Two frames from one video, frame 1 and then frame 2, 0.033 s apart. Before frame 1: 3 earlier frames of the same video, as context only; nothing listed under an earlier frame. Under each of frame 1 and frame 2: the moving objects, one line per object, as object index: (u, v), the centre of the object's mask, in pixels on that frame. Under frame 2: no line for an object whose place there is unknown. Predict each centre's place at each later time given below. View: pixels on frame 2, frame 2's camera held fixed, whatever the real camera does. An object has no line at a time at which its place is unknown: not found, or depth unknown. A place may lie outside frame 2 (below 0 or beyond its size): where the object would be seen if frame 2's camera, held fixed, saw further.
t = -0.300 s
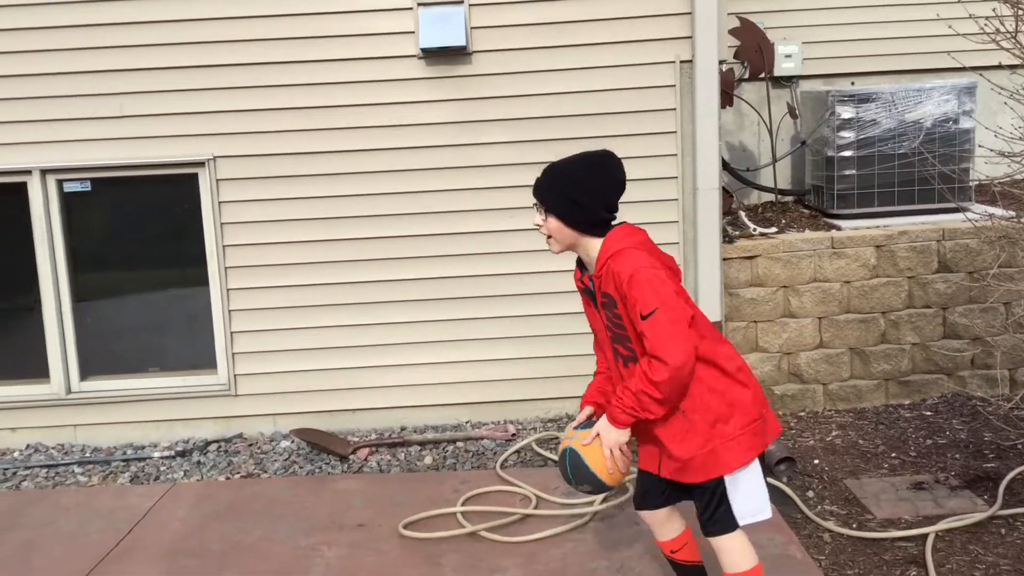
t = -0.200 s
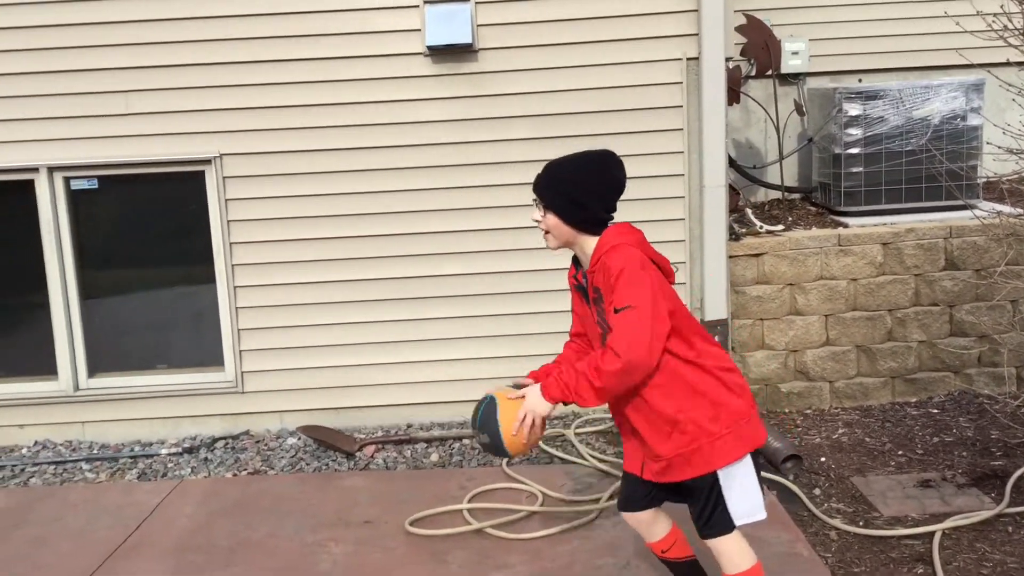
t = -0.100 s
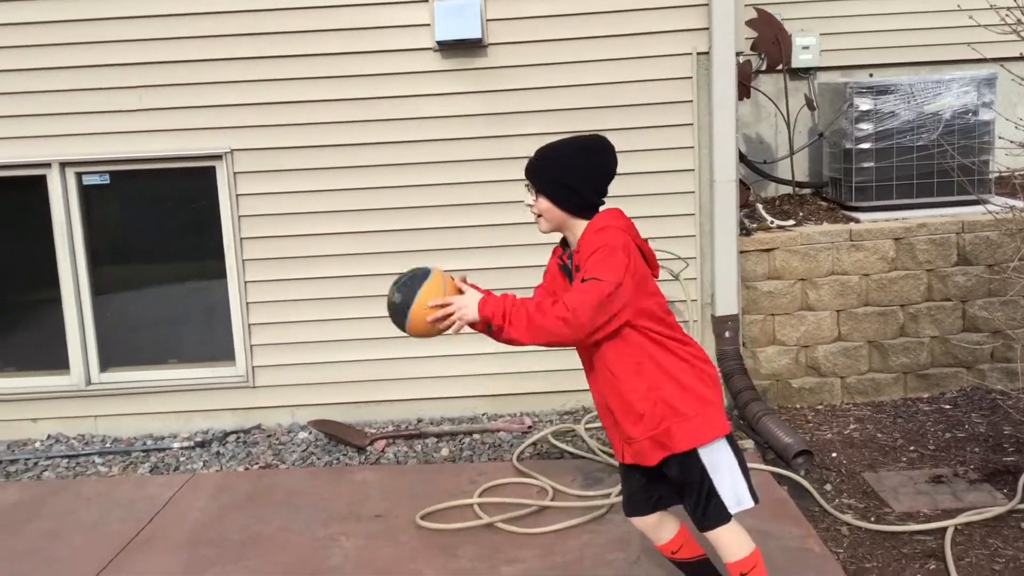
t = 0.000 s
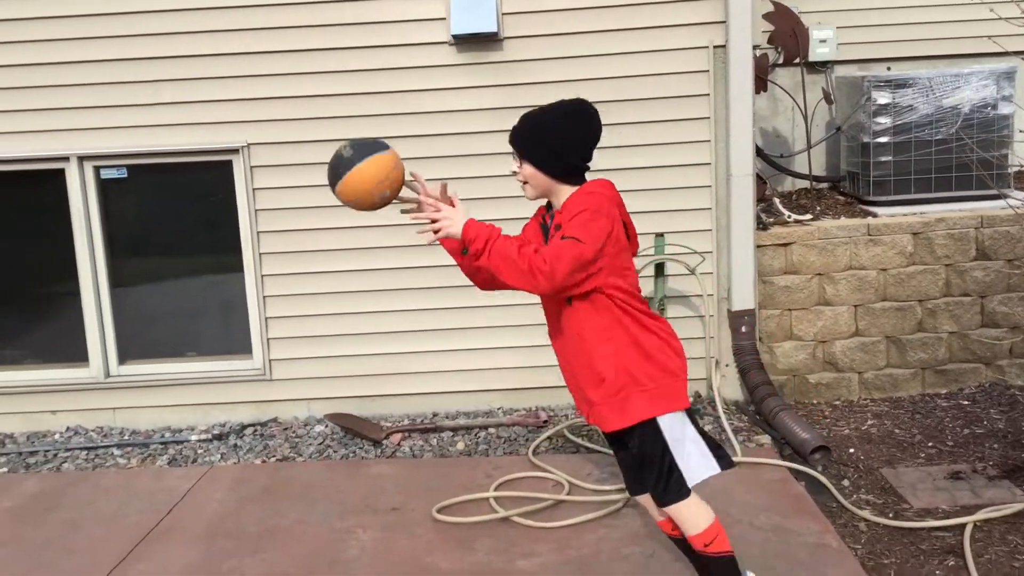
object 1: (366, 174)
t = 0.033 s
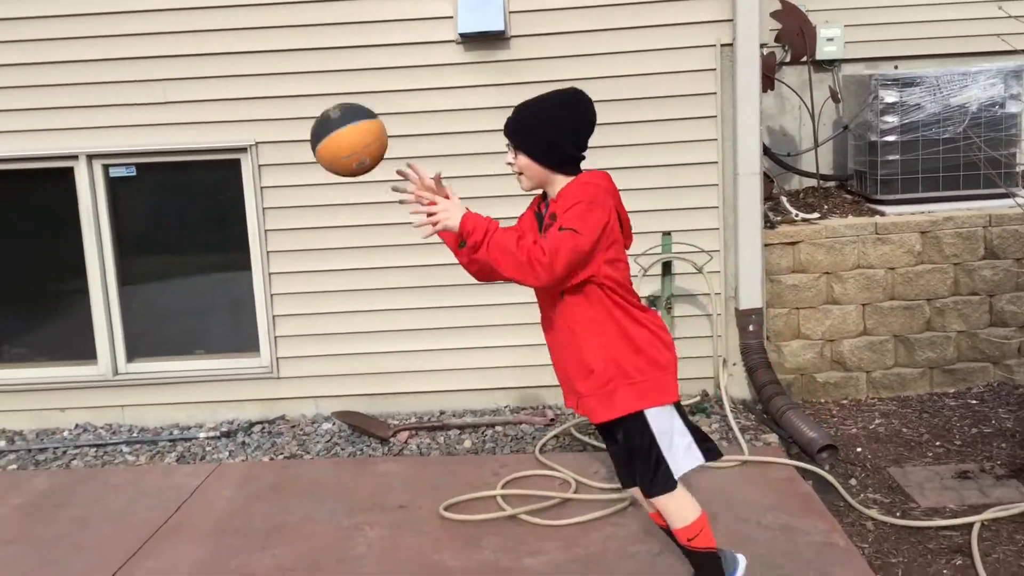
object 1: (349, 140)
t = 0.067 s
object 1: (322, 111)
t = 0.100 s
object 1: (297, 86)
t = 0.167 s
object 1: (246, 50)
